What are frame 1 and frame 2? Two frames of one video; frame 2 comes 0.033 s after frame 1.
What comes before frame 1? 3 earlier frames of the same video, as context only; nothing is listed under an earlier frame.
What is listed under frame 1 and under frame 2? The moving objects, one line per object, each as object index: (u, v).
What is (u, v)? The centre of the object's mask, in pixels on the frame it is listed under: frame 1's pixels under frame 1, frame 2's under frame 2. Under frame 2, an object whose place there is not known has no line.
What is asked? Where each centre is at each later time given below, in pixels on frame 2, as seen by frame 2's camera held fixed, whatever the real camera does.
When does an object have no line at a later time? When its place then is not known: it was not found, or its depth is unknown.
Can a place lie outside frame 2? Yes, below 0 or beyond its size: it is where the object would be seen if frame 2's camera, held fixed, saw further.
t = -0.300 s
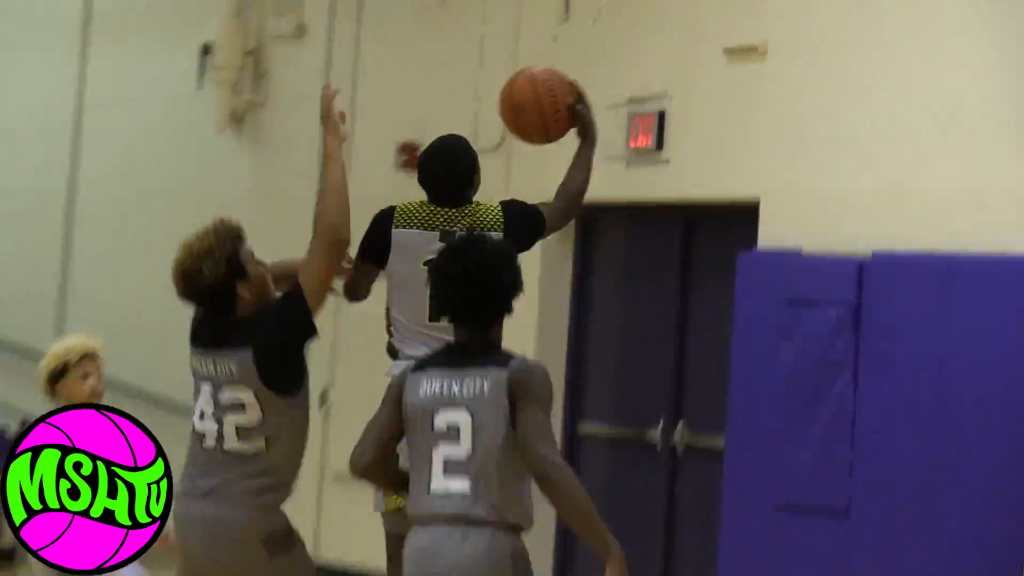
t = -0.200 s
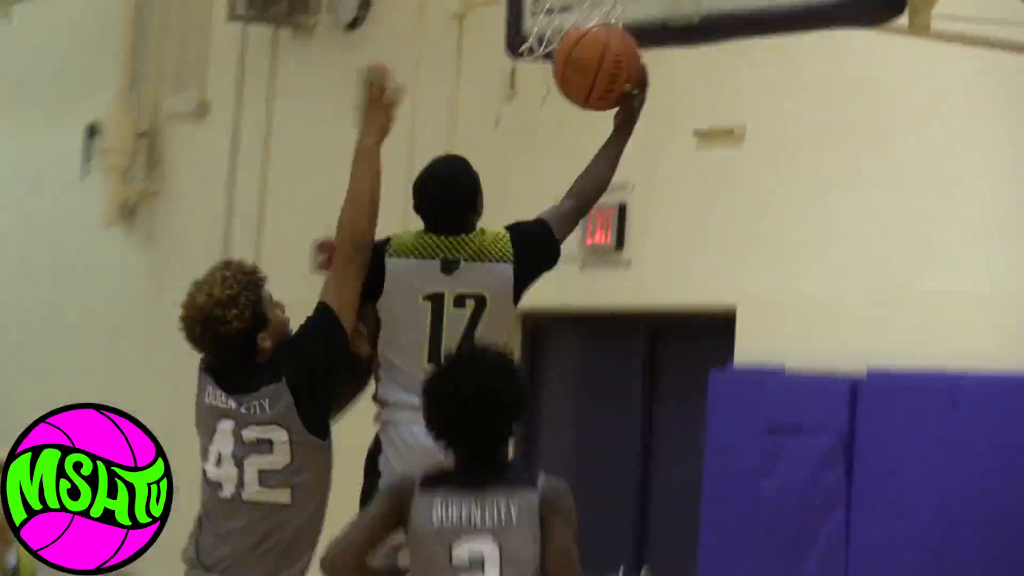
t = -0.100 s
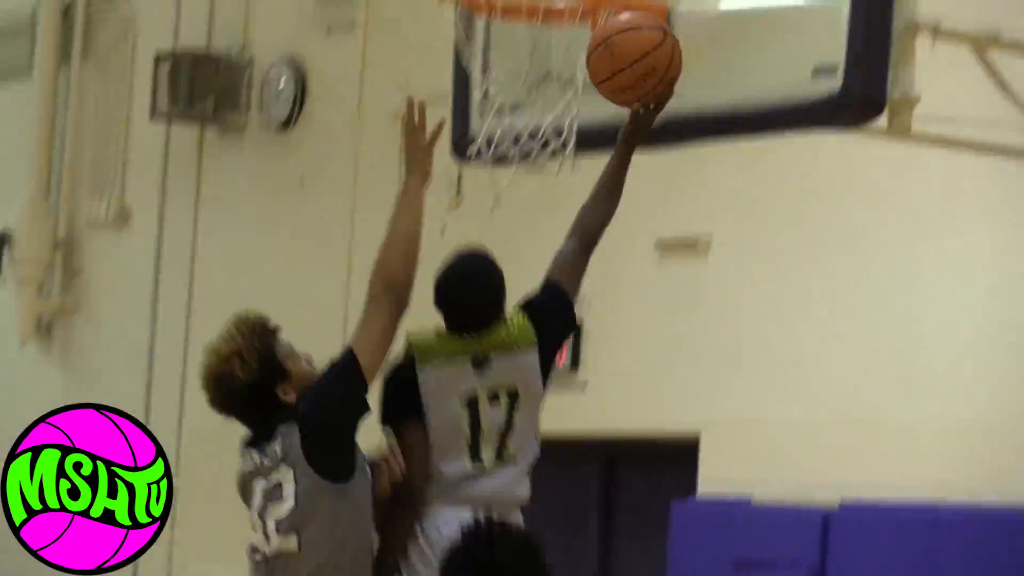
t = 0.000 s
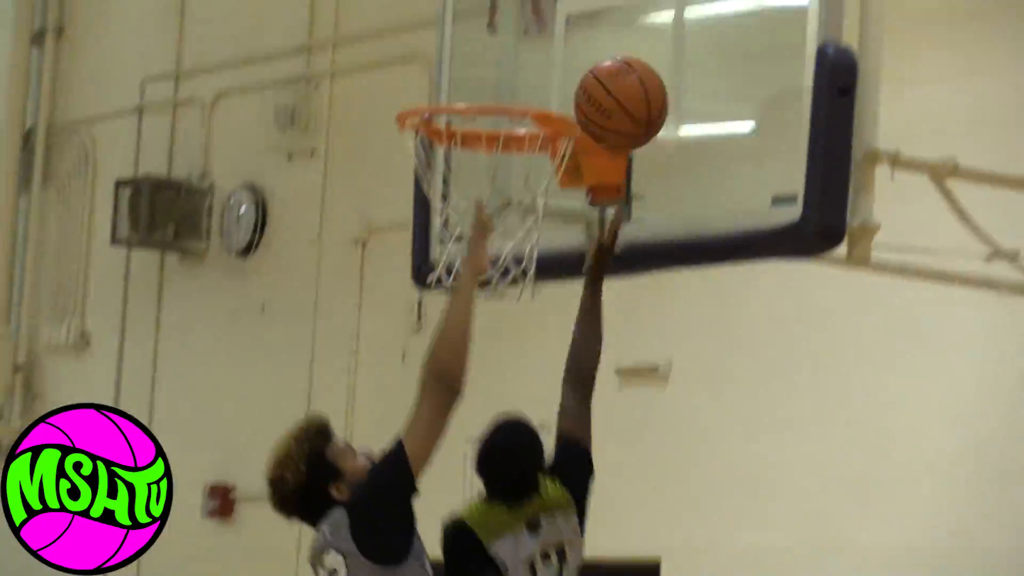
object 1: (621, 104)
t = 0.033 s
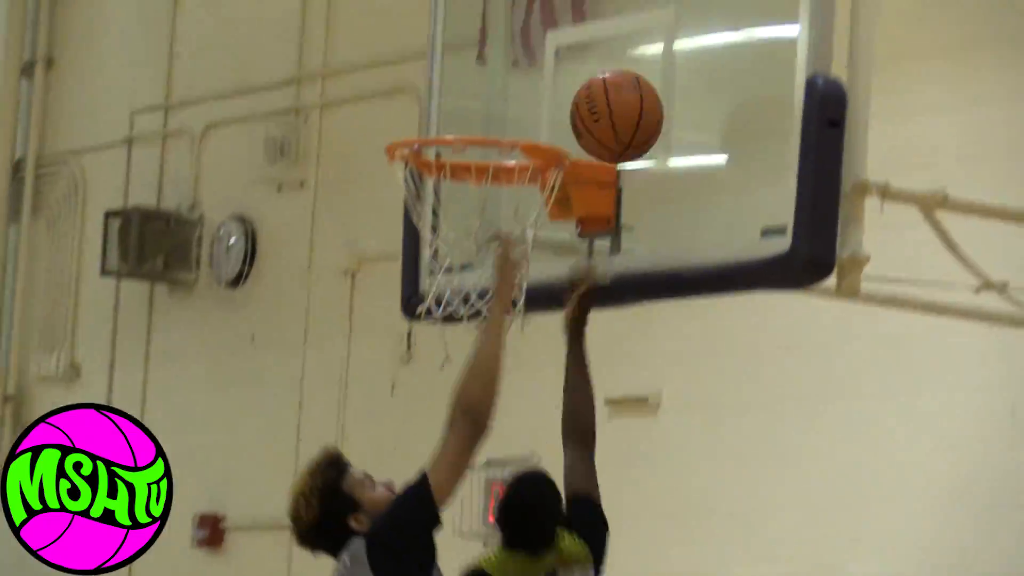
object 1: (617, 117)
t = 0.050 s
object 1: (620, 109)
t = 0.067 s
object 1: (622, 102)
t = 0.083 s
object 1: (625, 96)
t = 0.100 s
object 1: (628, 92)
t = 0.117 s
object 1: (631, 89)
